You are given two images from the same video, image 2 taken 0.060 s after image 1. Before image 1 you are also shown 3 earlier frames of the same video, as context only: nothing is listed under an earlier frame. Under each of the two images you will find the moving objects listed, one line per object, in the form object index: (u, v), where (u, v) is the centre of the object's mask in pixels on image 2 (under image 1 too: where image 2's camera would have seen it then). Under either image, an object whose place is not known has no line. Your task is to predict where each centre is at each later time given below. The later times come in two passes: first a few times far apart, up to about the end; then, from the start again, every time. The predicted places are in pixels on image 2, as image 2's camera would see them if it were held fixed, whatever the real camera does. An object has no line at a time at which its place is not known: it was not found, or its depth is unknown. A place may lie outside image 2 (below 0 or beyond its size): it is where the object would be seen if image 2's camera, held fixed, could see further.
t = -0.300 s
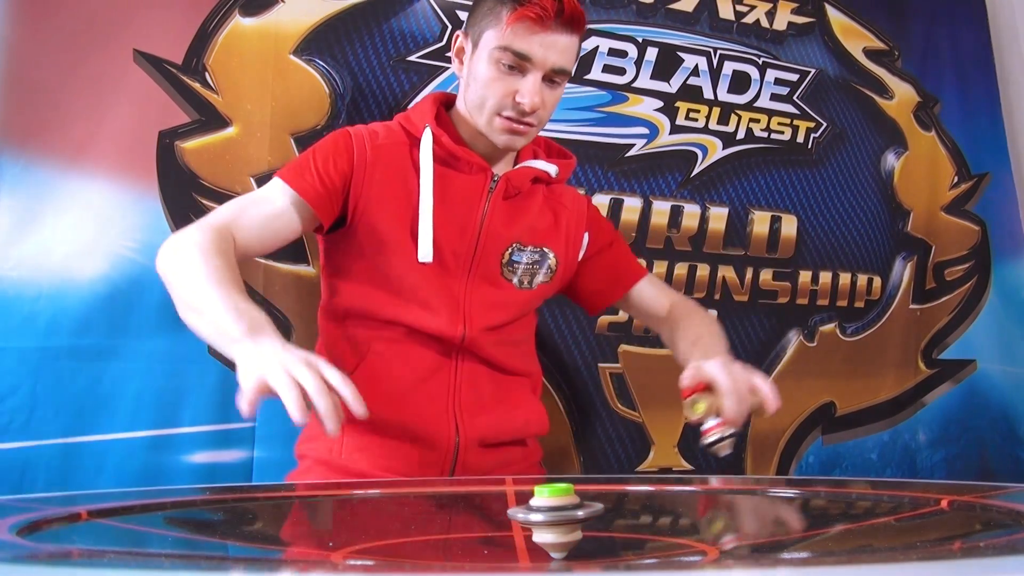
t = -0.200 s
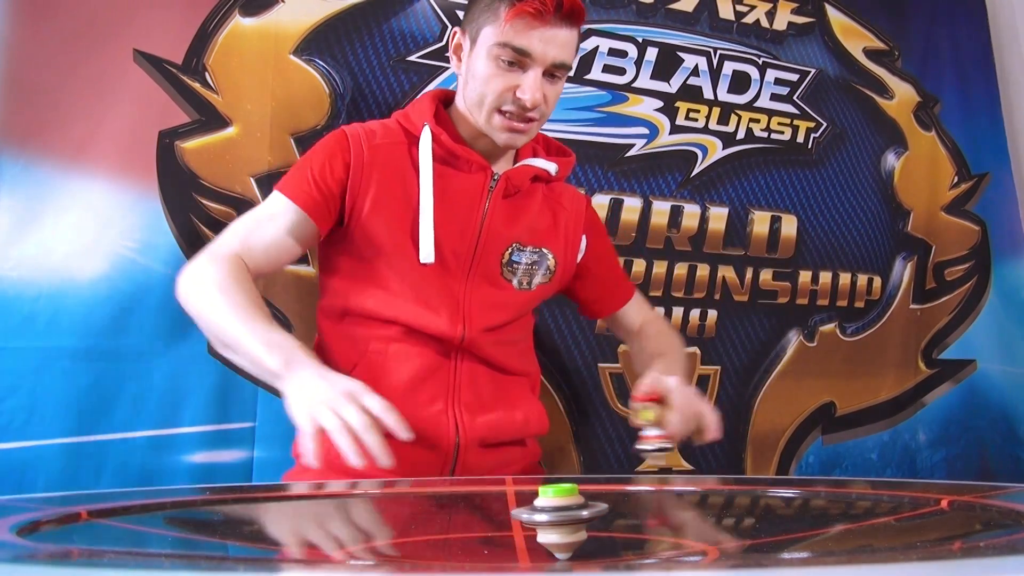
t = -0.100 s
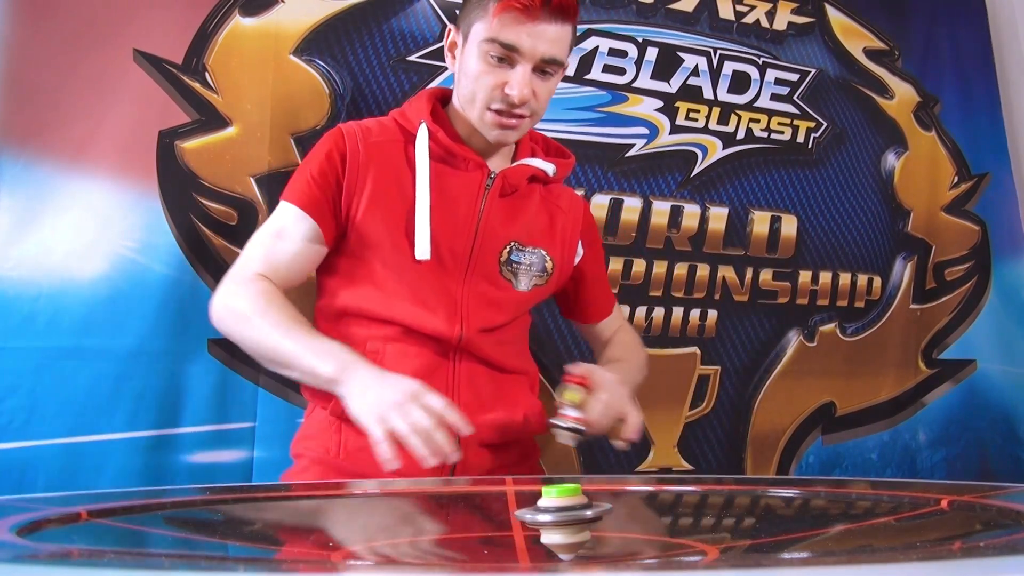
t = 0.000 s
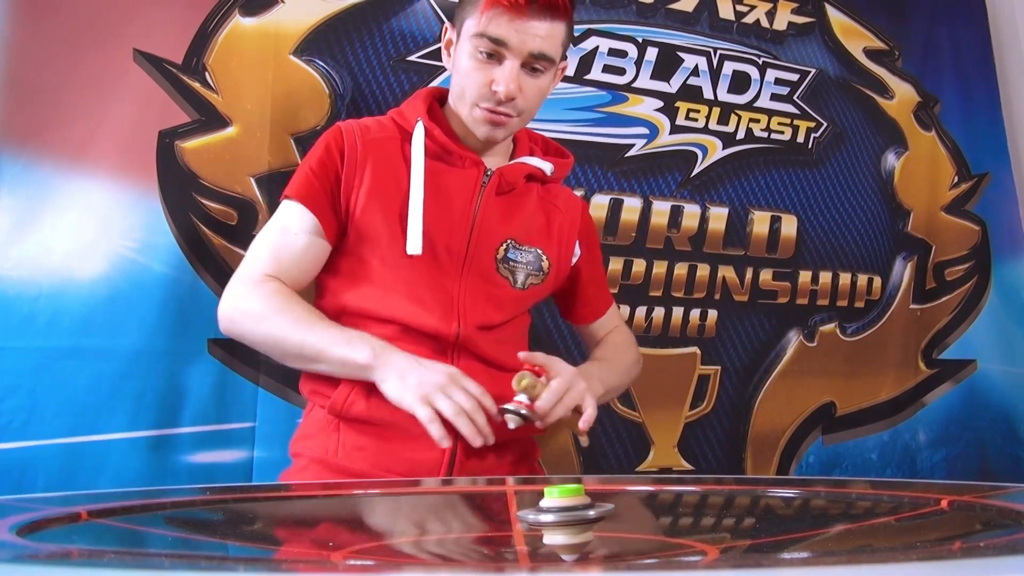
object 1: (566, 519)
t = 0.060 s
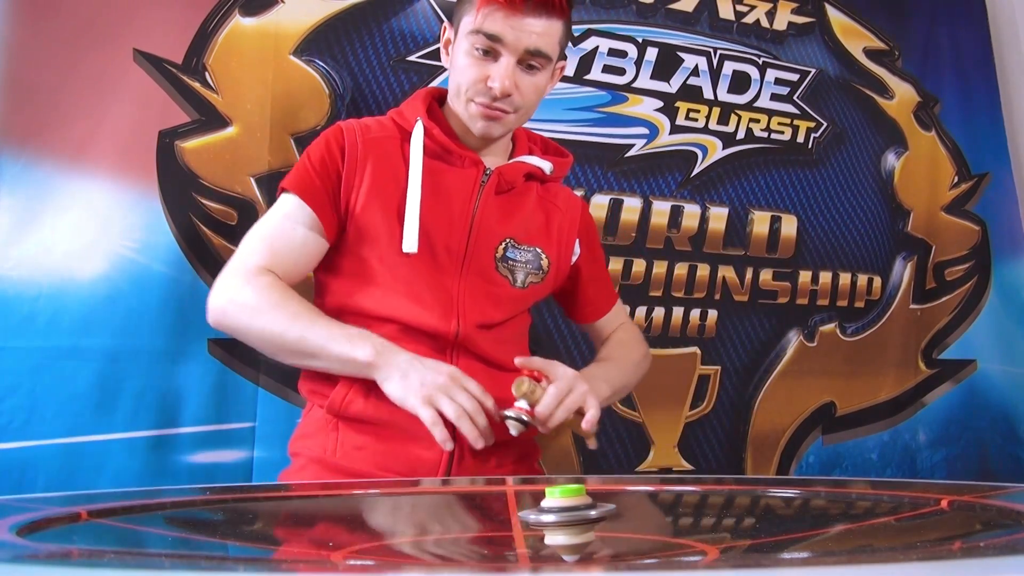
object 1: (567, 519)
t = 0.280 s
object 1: (569, 521)
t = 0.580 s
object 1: (564, 523)
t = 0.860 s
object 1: (554, 524)
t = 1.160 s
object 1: (535, 524)
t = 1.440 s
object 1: (514, 524)
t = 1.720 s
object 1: (494, 525)
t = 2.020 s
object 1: (478, 523)
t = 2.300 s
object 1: (472, 522)
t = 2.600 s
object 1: (473, 520)
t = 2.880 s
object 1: (481, 518)
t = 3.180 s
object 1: (495, 517)
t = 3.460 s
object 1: (511, 516)
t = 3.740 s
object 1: (529, 516)
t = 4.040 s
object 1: (547, 517)
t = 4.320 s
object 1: (559, 518)
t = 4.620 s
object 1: (569, 521)
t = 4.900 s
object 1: (568, 522)
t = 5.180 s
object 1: (561, 523)
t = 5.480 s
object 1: (544, 524)
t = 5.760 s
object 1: (523, 524)
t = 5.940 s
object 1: (509, 524)
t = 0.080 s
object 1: (568, 519)
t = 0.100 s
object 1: (568, 519)
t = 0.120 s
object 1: (568, 519)
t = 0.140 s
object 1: (569, 520)
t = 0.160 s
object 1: (569, 520)
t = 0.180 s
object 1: (569, 520)
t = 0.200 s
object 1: (569, 520)
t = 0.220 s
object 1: (569, 520)
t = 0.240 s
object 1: (569, 520)
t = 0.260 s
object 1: (569, 521)
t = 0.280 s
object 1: (569, 521)
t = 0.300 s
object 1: (569, 521)
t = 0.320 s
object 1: (569, 521)
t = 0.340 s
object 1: (569, 521)
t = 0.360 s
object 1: (569, 521)
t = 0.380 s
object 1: (569, 521)
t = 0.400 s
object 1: (569, 521)
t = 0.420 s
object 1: (568, 521)
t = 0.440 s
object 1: (568, 522)
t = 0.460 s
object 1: (568, 522)
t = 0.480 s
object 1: (568, 522)
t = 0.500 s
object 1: (567, 522)
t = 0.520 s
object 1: (566, 522)
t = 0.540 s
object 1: (566, 522)
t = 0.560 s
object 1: (566, 522)
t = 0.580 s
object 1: (564, 523)
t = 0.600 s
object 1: (564, 523)
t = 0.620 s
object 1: (563, 523)
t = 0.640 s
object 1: (563, 523)
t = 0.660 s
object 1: (562, 523)
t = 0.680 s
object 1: (561, 523)
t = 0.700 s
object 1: (560, 523)
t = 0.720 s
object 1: (559, 524)
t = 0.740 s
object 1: (559, 524)
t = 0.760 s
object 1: (558, 524)
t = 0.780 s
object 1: (557, 524)
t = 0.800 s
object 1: (556, 523)
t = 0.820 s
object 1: (555, 524)
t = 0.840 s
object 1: (555, 524)
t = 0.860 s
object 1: (554, 524)
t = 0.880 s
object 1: (552, 524)
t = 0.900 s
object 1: (551, 523)
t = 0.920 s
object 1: (551, 523)
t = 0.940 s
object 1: (550, 524)
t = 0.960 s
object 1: (548, 524)
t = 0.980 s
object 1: (547, 524)
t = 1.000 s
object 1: (546, 524)
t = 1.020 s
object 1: (545, 524)
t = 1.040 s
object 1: (544, 524)
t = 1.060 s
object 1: (542, 524)
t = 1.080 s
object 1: (541, 524)
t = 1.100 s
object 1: (539, 524)
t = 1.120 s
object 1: (538, 524)
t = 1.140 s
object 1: (537, 524)
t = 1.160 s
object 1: (535, 524)
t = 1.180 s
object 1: (534, 524)
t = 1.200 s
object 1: (532, 524)
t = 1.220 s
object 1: (531, 524)
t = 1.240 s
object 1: (530, 524)
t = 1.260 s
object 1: (528, 524)
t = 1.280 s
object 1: (527, 524)
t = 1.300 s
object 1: (525, 524)
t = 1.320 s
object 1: (523, 524)
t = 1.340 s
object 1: (521, 525)
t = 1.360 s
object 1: (521, 524)
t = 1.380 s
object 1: (519, 524)
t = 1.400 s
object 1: (517, 525)
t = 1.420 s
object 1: (515, 524)
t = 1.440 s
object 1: (514, 524)
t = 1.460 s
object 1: (513, 524)
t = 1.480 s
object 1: (511, 524)
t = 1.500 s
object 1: (509, 525)
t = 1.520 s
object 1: (508, 524)
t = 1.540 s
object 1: (506, 524)
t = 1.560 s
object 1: (505, 524)
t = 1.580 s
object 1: (504, 524)
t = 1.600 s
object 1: (502, 524)
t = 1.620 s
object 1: (500, 525)
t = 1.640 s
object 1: (499, 525)
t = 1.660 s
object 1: (498, 525)
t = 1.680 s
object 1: (496, 525)
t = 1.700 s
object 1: (495, 525)
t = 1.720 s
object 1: (494, 525)
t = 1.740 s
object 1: (492, 524)
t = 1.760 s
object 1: (490, 524)
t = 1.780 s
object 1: (489, 524)
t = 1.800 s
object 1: (489, 524)
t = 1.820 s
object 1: (487, 524)
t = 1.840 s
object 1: (486, 524)
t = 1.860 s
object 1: (485, 524)
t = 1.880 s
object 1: (484, 524)
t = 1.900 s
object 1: (483, 524)
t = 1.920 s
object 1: (482, 524)
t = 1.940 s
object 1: (482, 523)
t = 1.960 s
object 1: (481, 523)
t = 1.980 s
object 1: (480, 523)
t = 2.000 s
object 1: (479, 523)
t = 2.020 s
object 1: (478, 523)
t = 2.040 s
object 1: (477, 523)
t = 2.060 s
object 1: (477, 523)
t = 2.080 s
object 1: (476, 523)
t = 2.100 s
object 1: (475, 523)
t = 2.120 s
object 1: (475, 523)
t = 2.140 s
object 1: (474, 523)
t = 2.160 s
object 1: (474, 522)
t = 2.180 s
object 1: (473, 522)
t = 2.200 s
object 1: (473, 522)
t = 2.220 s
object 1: (473, 522)
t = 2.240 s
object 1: (473, 522)
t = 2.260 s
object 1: (472, 522)
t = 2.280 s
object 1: (472, 522)
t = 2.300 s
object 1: (472, 522)
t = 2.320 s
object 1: (472, 522)
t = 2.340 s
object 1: (471, 521)
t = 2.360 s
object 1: (471, 521)
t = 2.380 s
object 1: (471, 521)
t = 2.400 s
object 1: (471, 521)
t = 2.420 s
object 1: (471, 521)
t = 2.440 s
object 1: (471, 521)
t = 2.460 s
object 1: (472, 521)
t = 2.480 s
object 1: (471, 520)
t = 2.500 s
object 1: (471, 520)
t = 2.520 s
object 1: (472, 520)
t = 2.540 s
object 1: (472, 520)
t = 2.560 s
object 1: (472, 520)
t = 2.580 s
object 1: (473, 520)
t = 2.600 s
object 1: (473, 520)
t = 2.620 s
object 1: (473, 520)
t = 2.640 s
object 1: (474, 520)
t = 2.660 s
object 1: (475, 519)
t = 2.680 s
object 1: (475, 519)
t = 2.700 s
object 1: (475, 519)
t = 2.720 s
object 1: (476, 519)
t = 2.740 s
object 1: (477, 519)
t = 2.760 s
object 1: (477, 519)
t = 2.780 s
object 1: (478, 519)
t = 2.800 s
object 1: (479, 519)
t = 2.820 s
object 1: (479, 518)
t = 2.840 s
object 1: (480, 518)
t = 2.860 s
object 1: (481, 518)
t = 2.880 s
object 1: (481, 518)
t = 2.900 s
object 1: (482, 518)
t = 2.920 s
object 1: (483, 518)
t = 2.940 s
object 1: (484, 518)
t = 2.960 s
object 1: (485, 518)
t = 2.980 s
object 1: (486, 518)
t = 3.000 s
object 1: (487, 517)
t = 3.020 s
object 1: (488, 517)
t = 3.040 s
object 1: (488, 517)
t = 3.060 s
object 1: (489, 517)
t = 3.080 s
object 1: (490, 517)
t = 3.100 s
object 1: (491, 517)
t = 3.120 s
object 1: (492, 517)
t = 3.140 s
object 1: (493, 517)
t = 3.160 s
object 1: (494, 517)
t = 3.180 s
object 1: (495, 517)
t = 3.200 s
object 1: (496, 517)
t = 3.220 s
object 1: (497, 516)
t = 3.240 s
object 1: (498, 516)
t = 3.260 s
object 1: (499, 516)
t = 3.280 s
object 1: (500, 516)
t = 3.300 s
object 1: (501, 516)
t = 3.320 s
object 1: (502, 516)
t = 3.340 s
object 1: (503, 516)
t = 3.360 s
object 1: (504, 516)
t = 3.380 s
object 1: (506, 516)
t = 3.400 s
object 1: (507, 516)
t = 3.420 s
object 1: (508, 516)
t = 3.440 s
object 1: (509, 516)
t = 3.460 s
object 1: (511, 516)
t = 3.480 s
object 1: (512, 516)
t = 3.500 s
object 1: (513, 516)
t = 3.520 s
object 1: (514, 516)
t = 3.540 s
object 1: (515, 516)
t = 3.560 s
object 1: (517, 516)
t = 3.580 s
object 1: (518, 516)
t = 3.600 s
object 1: (520, 516)
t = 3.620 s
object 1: (521, 516)
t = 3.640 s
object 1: (522, 516)
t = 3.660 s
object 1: (523, 516)
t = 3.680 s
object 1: (525, 516)
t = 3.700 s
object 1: (526, 516)
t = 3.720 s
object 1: (528, 516)
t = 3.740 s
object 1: (529, 516)
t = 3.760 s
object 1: (530, 516)
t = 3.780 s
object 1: (531, 516)
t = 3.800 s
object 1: (533, 516)
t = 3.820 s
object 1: (534, 516)
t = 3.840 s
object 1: (535, 516)
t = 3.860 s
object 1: (537, 517)
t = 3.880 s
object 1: (538, 517)
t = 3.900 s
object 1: (539, 517)
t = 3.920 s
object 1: (540, 517)
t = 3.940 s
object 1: (541, 517)
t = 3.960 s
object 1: (543, 517)
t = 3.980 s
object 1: (544, 517)
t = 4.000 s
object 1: (545, 517)
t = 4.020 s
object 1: (546, 517)
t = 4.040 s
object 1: (547, 517)
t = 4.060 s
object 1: (548, 517)
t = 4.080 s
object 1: (549, 517)
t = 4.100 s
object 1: (550, 517)
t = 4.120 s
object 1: (551, 517)
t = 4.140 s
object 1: (552, 518)
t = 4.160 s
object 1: (553, 518)
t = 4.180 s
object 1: (554, 518)
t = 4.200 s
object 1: (555, 518)
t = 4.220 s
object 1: (556, 518)
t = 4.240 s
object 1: (556, 518)
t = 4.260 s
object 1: (557, 518)
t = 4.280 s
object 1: (558, 518)
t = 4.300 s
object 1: (559, 518)
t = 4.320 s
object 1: (559, 518)
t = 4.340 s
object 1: (560, 519)
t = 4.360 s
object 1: (562, 519)
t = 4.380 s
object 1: (562, 519)
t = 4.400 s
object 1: (563, 519)
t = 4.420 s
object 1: (564, 519)
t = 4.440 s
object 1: (564, 519)
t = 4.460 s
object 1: (565, 519)
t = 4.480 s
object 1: (566, 519)
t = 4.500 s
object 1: (566, 520)
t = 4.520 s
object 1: (567, 520)
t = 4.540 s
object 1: (567, 520)
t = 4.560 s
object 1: (567, 520)
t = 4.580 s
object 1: (568, 520)
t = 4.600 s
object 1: (568, 520)
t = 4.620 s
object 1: (569, 521)
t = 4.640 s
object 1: (569, 521)
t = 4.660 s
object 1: (569, 520)
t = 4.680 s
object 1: (569, 521)
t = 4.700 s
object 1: (569, 521)
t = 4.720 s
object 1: (569, 521)
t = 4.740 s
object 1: (569, 521)
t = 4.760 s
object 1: (569, 521)
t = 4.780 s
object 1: (569, 521)
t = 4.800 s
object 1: (569, 521)
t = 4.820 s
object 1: (569, 521)
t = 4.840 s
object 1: (569, 521)
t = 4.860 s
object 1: (568, 521)
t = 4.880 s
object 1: (568, 522)
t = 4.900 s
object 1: (568, 522)
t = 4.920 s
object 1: (568, 522)
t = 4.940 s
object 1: (567, 522)
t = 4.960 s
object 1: (567, 522)
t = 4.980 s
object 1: (567, 522)
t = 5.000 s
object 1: (566, 522)
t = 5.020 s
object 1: (566, 522)
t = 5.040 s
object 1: (565, 522)
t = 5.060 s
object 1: (564, 523)
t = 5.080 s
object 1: (564, 523)
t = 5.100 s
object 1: (563, 523)
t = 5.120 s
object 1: (562, 523)
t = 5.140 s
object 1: (562, 523)
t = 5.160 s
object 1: (561, 523)
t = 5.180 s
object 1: (561, 523)
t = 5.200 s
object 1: (560, 523)
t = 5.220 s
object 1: (559, 523)
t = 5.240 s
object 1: (558, 523)
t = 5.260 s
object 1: (557, 523)
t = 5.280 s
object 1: (556, 524)
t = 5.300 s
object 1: (554, 524)
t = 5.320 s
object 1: (553, 524)
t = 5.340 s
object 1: (553, 524)
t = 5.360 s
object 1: (551, 524)
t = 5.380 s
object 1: (550, 524)
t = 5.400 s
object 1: (549, 524)
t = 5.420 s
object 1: (548, 524)
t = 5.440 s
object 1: (546, 524)
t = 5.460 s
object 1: (545, 524)
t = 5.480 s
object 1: (544, 524)
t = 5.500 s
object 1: (543, 524)
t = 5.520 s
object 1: (541, 524)
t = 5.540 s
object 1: (540, 524)
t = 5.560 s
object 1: (538, 524)
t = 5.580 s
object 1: (536, 524)
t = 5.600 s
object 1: (534, 524)
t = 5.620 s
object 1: (533, 525)
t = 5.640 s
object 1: (532, 525)
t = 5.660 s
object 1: (530, 524)
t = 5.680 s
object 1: (528, 524)
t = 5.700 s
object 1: (527, 524)
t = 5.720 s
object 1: (526, 524)
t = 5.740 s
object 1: (525, 524)
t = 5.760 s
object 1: (523, 524)
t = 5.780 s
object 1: (521, 524)
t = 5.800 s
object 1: (520, 524)
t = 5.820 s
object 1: (518, 525)
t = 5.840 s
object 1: (517, 525)
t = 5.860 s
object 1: (515, 525)
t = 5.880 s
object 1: (514, 524)
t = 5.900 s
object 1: (512, 524)
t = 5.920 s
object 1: (511, 524)
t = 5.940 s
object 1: (509, 524)
